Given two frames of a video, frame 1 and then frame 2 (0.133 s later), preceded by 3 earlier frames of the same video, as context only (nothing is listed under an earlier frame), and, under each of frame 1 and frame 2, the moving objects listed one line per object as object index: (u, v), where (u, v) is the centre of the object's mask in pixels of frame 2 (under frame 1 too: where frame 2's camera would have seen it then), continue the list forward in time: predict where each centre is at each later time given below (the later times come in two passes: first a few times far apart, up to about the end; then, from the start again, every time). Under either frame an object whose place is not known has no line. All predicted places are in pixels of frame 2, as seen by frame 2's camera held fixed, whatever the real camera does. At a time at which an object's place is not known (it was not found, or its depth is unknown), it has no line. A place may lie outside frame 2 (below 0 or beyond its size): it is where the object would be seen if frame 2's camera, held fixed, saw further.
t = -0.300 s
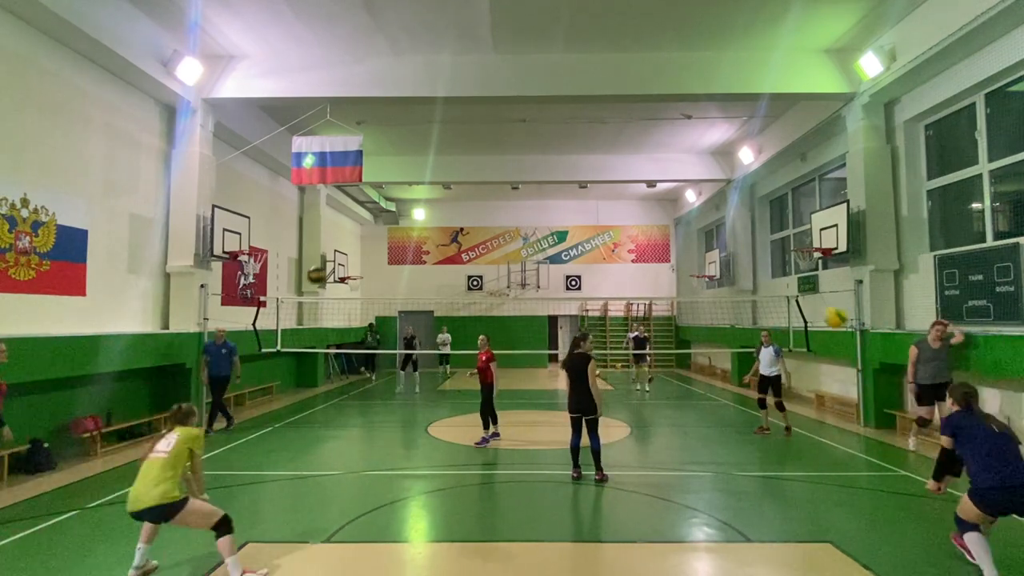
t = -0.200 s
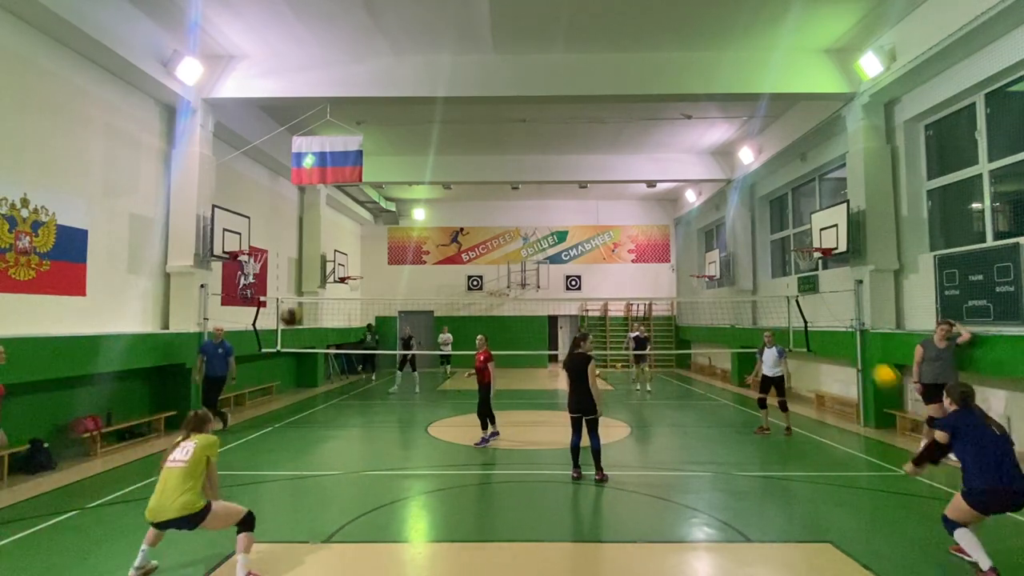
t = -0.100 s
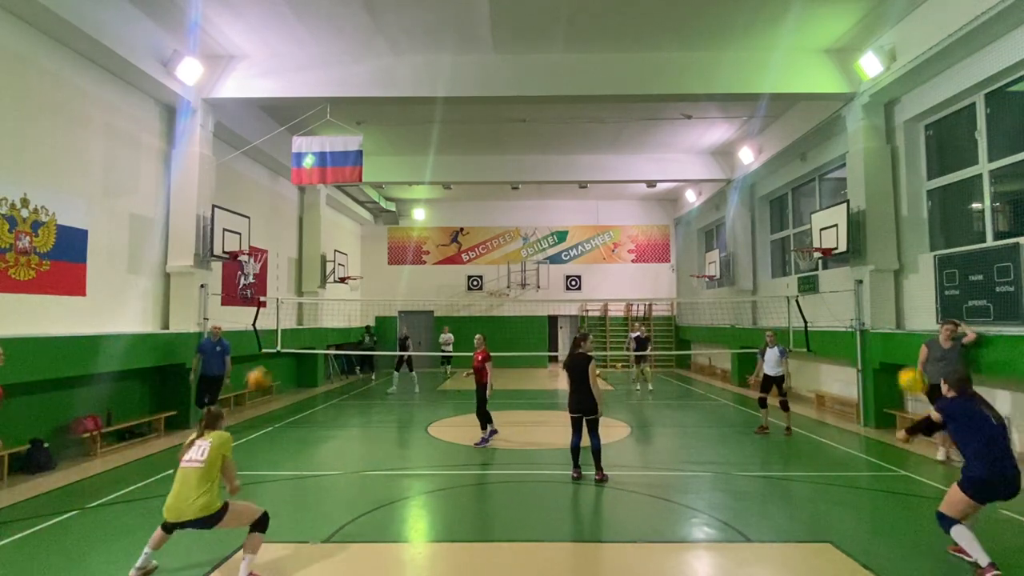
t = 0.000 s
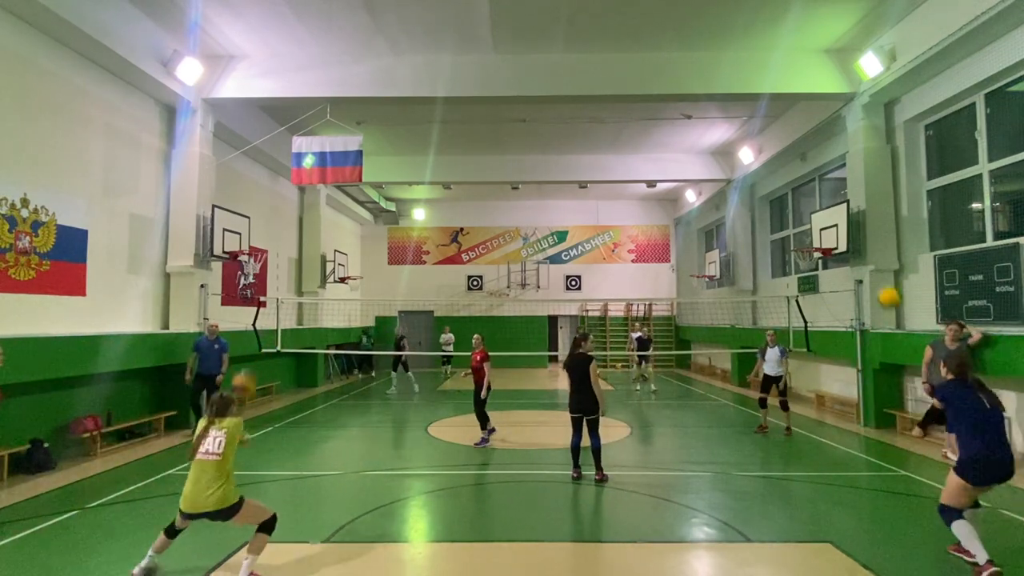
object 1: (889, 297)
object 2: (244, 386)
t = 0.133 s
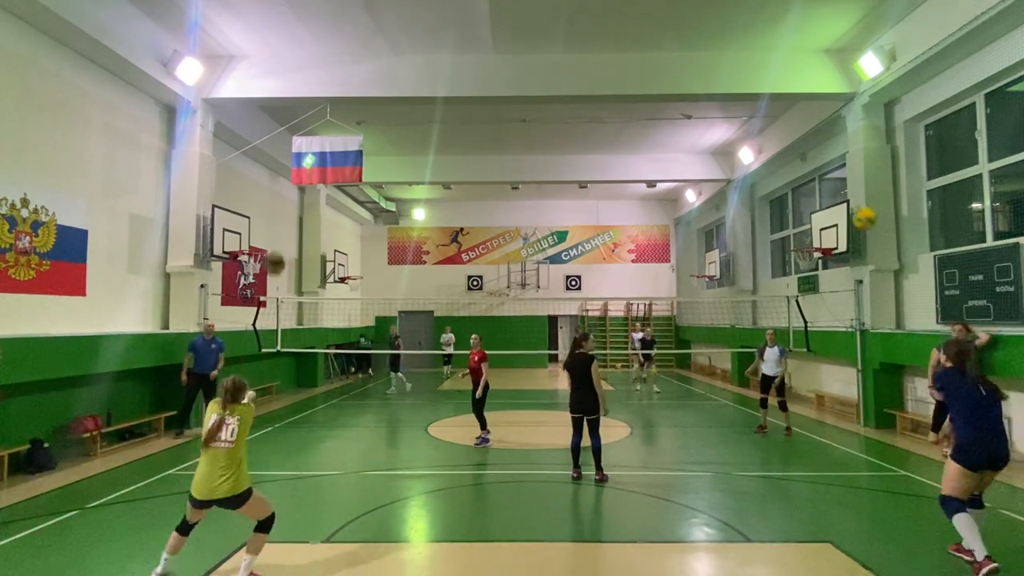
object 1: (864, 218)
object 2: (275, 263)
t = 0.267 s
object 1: (846, 169)
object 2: (296, 179)
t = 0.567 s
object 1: (812, 131)
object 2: (337, 87)
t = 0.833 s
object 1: (793, 155)
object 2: (365, 83)
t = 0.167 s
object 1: (859, 203)
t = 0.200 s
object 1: (854, 191)
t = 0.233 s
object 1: (850, 178)
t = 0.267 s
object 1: (846, 169)
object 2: (296, 179)
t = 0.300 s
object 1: (842, 160)
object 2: (301, 163)
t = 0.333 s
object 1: (837, 152)
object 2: (307, 148)
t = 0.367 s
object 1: (833, 147)
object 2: (311, 136)
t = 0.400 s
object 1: (828, 142)
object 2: (316, 125)
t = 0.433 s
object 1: (825, 137)
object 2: (320, 115)
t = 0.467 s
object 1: (821, 134)
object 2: (325, 106)
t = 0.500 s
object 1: (819, 132)
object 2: (329, 99)
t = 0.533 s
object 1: (815, 131)
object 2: (334, 92)
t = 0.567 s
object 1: (812, 131)
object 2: (337, 87)
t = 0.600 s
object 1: (809, 132)
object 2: (341, 83)
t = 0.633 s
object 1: (807, 133)
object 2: (345, 80)
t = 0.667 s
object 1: (805, 134)
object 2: (349, 78)
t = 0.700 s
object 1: (802, 137)
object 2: (352, 77)
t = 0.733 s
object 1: (799, 142)
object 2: (355, 77)
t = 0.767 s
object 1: (797, 146)
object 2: (359, 78)
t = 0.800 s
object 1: (795, 151)
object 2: (362, 80)
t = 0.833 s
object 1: (793, 155)
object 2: (365, 83)
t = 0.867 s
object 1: (791, 162)
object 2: (368, 86)
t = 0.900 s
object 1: (788, 169)
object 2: (371, 90)
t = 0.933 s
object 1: (786, 175)
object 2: (374, 96)
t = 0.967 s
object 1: (784, 182)
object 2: (377, 102)
